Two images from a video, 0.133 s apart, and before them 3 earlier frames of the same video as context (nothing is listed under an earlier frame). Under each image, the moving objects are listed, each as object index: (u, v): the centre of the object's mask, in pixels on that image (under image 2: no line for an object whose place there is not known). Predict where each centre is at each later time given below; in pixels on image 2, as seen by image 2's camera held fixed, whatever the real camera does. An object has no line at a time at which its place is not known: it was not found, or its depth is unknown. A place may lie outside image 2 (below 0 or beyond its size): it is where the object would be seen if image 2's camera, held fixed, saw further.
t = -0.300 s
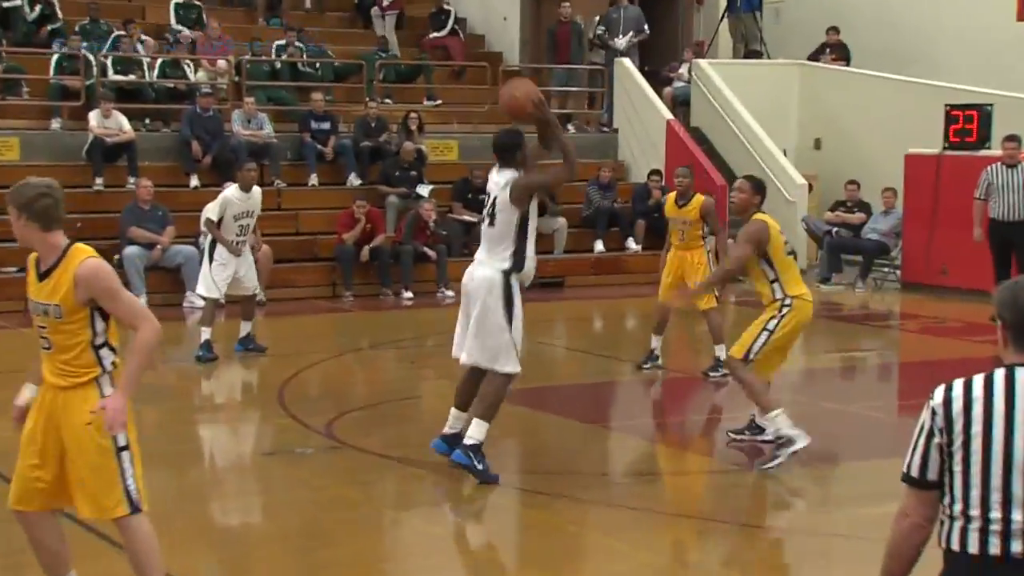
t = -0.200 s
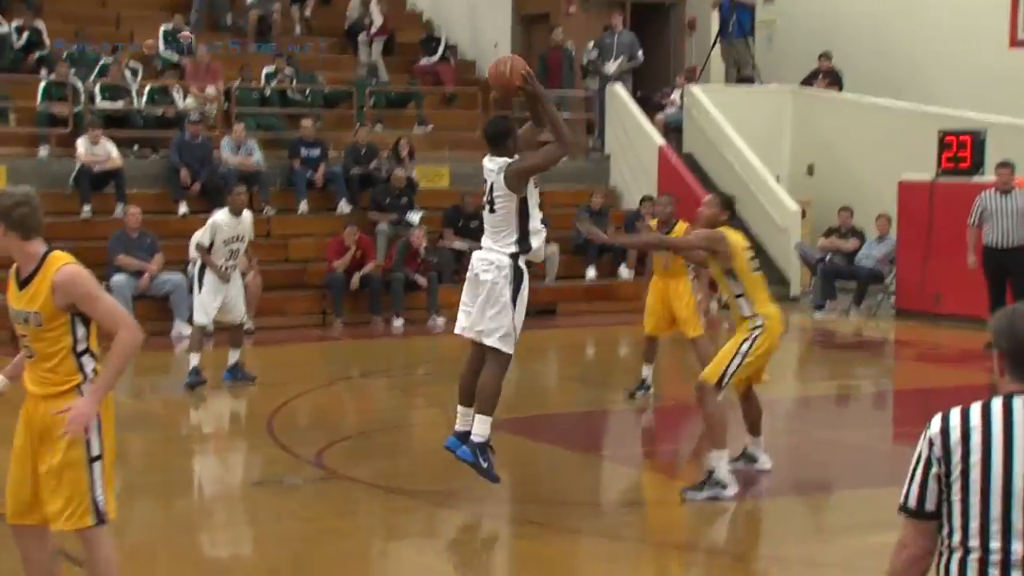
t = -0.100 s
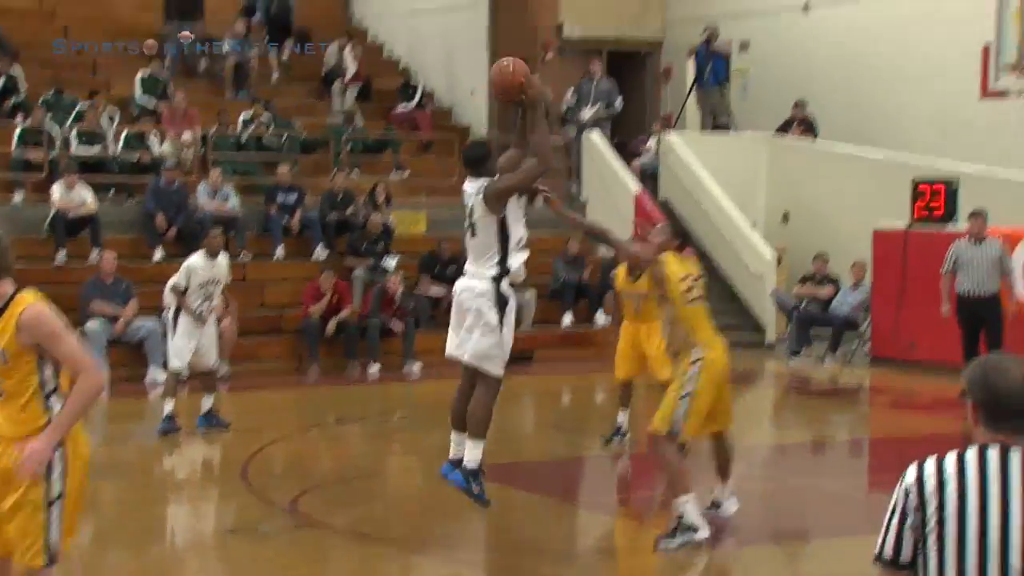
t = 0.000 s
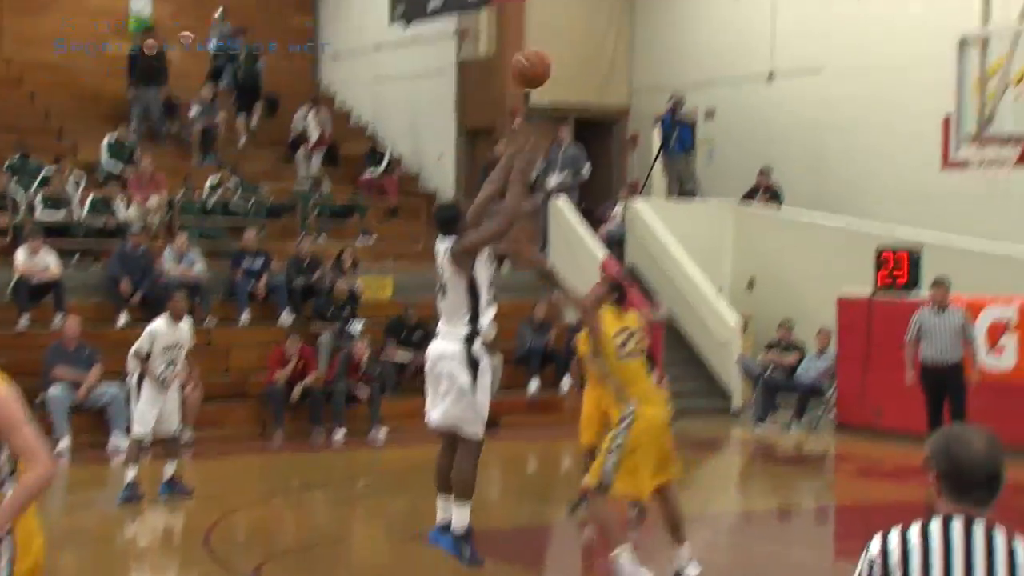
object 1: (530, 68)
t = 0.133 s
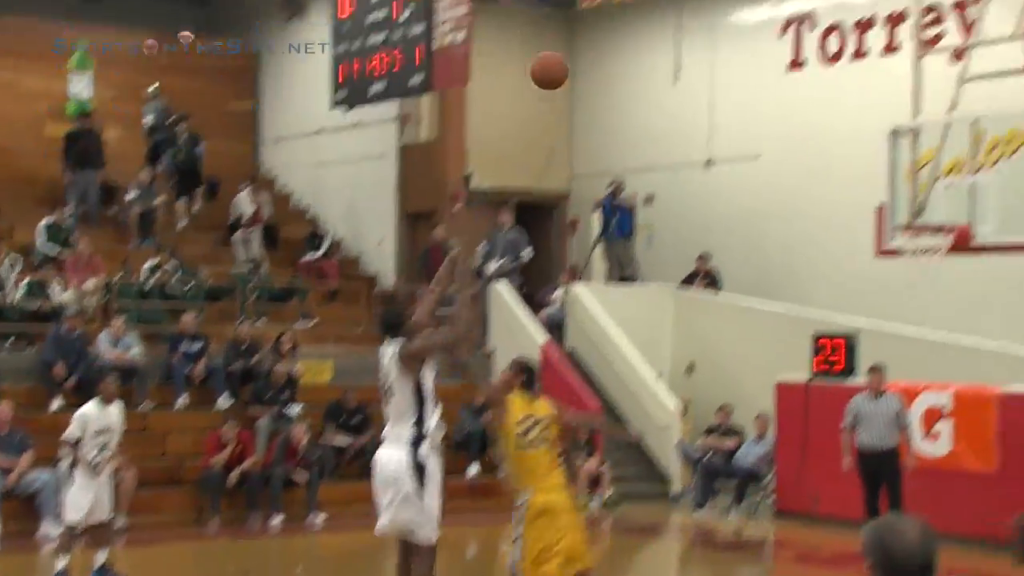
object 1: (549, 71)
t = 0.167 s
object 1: (570, 53)
